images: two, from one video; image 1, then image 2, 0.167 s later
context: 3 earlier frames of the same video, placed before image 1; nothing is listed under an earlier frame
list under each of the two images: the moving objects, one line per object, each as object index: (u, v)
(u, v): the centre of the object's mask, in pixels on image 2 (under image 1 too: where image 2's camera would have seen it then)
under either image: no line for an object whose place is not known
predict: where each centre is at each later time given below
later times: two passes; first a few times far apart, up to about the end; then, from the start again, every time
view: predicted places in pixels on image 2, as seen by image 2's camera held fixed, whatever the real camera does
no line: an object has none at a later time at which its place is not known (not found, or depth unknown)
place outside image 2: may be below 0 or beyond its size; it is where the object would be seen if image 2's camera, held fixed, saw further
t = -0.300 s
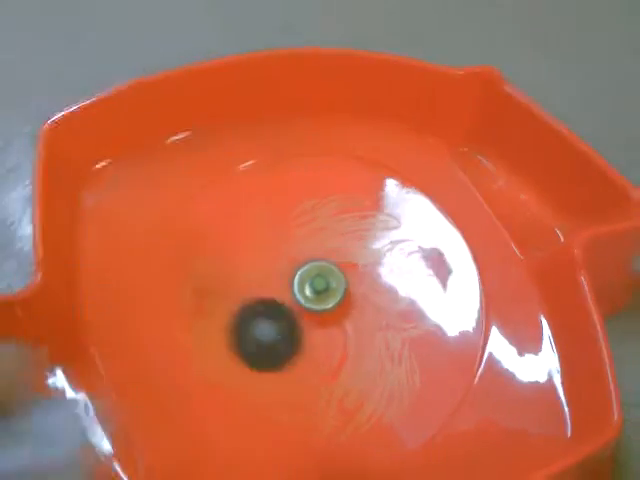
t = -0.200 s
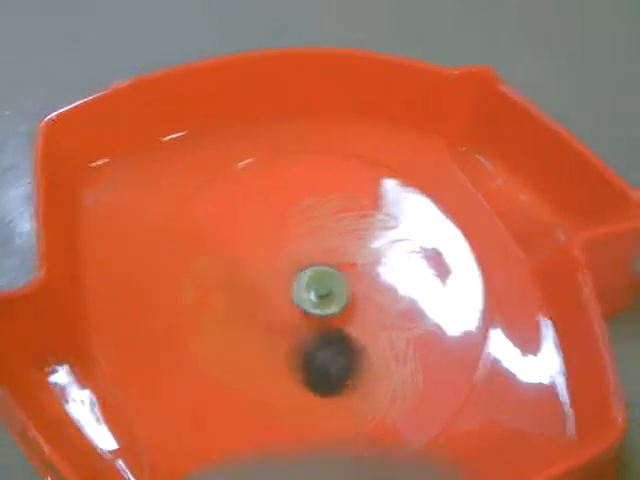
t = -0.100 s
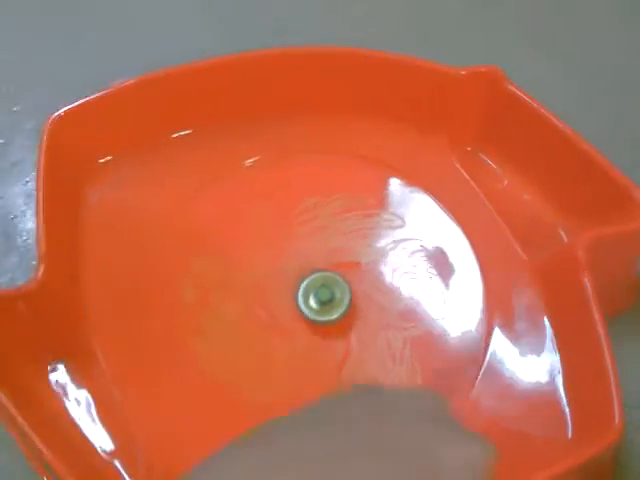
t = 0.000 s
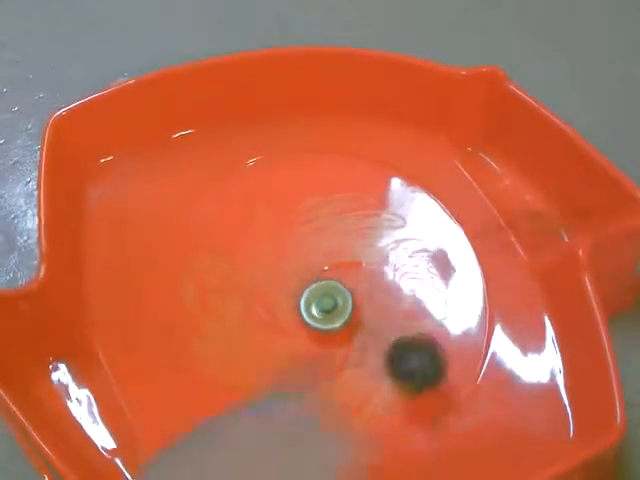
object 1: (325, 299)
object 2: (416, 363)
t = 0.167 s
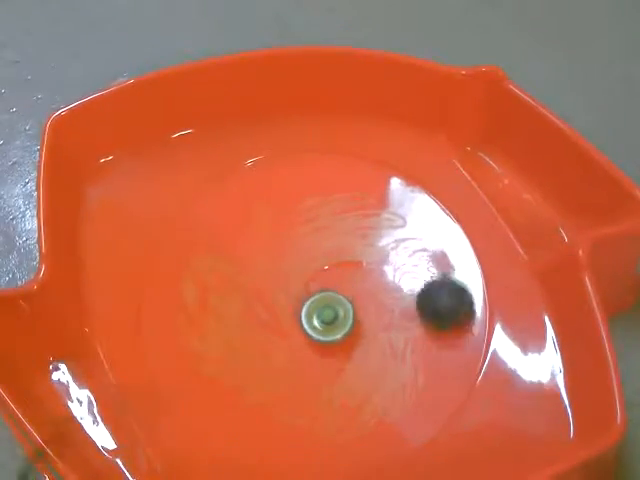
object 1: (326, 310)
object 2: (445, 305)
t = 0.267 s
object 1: (328, 317)
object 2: (432, 266)
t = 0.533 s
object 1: (330, 328)
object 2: (346, 192)
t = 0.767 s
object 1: (330, 330)
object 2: (266, 243)
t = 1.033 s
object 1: (449, 400)
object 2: (183, 266)
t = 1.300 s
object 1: (544, 406)
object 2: (116, 266)
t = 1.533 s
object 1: (511, 368)
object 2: (192, 375)
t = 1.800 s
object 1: (446, 326)
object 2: (349, 380)
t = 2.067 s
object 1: (478, 244)
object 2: (309, 276)
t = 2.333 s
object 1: (364, 204)
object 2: (278, 210)
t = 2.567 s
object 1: (480, 250)
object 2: (106, 208)
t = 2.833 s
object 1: (415, 317)
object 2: (384, 269)
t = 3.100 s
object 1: (288, 325)
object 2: (492, 279)
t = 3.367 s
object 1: (269, 346)
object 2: (423, 278)
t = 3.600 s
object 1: (265, 354)
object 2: (368, 310)
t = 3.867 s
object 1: (266, 350)
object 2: (346, 374)
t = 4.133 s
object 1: (278, 333)
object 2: (343, 415)
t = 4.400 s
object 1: (305, 310)
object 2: (334, 406)
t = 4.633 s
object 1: (330, 296)
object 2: (314, 361)
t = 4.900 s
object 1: (394, 226)
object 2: (234, 374)
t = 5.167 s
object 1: (395, 224)
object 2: (230, 358)
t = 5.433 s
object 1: (381, 242)
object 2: (258, 311)
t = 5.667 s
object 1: (350, 271)
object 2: (283, 258)
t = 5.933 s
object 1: (300, 307)
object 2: (298, 213)
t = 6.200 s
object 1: (255, 323)
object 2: (308, 210)
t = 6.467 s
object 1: (238, 322)
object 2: (327, 253)
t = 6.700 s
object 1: (240, 312)
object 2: (352, 301)
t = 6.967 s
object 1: (266, 293)
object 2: (376, 349)
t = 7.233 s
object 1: (308, 276)
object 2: (377, 374)
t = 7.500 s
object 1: (344, 277)
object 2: (347, 375)
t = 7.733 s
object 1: (365, 291)
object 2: (314, 362)
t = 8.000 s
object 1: (367, 313)
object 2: (276, 337)
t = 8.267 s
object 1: (348, 333)
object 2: (257, 307)
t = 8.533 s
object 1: (317, 337)
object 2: (267, 275)
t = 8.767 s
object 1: (290, 327)
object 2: (279, 251)
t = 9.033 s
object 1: (282, 306)
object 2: (301, 244)
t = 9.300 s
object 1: (260, 308)
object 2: (355, 227)
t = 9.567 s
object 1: (278, 306)
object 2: (378, 223)
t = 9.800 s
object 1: (302, 307)
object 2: (374, 256)
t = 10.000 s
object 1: (306, 320)
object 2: (372, 295)
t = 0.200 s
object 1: (326, 312)
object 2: (443, 290)
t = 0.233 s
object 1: (327, 315)
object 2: (438, 277)
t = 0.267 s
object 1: (328, 317)
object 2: (432, 266)
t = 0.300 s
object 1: (328, 319)
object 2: (423, 251)
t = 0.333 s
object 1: (329, 320)
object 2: (415, 239)
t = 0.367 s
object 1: (329, 322)
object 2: (405, 228)
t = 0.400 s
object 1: (330, 323)
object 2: (394, 217)
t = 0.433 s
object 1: (329, 325)
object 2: (383, 208)
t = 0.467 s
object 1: (330, 326)
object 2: (371, 200)
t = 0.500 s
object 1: (330, 327)
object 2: (358, 194)
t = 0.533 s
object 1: (330, 328)
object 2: (346, 192)
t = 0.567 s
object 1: (330, 329)
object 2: (332, 192)
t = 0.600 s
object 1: (330, 329)
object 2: (318, 195)
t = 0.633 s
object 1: (330, 330)
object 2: (304, 200)
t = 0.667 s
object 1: (330, 330)
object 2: (291, 207)
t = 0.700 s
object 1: (330, 330)
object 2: (280, 217)
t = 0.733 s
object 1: (330, 330)
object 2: (272, 229)
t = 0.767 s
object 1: (330, 330)
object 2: (266, 243)
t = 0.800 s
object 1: (329, 331)
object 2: (263, 258)
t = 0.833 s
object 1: (329, 330)
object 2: (262, 272)
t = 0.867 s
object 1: (329, 330)
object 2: (264, 287)
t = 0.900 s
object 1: (328, 330)
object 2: (269, 301)
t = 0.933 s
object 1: (331, 332)
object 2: (267, 308)
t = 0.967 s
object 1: (377, 363)
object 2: (236, 295)
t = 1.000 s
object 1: (417, 385)
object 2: (207, 280)
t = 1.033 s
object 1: (449, 400)
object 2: (183, 266)
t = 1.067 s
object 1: (480, 411)
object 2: (162, 256)
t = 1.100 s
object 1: (505, 421)
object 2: (145, 247)
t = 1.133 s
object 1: (522, 425)
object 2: (132, 241)
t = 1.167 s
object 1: (536, 427)
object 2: (123, 239)
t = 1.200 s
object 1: (546, 425)
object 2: (117, 241)
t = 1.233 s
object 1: (552, 422)
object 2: (114, 246)
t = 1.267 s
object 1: (550, 416)
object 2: (114, 254)
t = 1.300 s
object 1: (544, 406)
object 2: (116, 266)
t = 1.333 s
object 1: (540, 401)
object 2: (119, 279)
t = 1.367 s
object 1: (535, 395)
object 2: (125, 295)
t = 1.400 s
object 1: (531, 390)
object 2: (133, 312)
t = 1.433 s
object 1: (526, 384)
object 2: (145, 332)
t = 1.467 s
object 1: (522, 379)
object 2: (159, 349)
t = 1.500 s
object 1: (517, 373)
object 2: (175, 364)
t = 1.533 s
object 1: (511, 368)
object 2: (192, 375)
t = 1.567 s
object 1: (506, 363)
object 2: (209, 384)
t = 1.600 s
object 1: (499, 358)
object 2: (227, 390)
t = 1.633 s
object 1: (493, 354)
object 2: (247, 396)
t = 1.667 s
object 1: (484, 347)
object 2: (268, 397)
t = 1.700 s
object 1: (475, 343)
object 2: (289, 397)
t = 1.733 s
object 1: (466, 337)
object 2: (310, 393)
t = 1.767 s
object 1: (457, 332)
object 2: (330, 387)
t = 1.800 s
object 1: (446, 326)
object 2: (349, 380)
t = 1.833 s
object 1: (437, 322)
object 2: (365, 368)
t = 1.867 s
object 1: (429, 318)
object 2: (375, 355)
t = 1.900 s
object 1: (440, 304)
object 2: (366, 341)
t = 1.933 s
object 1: (456, 289)
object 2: (353, 330)
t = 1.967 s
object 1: (468, 281)
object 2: (341, 319)
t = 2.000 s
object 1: (478, 268)
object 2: (329, 301)
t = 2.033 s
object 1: (480, 256)
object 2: (318, 290)
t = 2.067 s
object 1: (478, 244)
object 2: (309, 276)
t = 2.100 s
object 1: (468, 236)
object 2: (300, 259)
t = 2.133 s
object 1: (453, 229)
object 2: (292, 246)
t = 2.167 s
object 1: (437, 223)
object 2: (287, 233)
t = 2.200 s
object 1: (419, 217)
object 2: (284, 224)
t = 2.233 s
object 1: (403, 211)
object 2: (283, 217)
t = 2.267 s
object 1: (389, 208)
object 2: (281, 213)
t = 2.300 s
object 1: (376, 206)
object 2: (280, 211)
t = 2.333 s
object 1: (364, 204)
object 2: (278, 210)
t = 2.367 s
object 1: (354, 205)
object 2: (275, 211)
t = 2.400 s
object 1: (344, 206)
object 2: (272, 212)
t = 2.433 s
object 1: (335, 207)
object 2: (271, 215)
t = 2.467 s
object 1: (327, 210)
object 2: (269, 219)
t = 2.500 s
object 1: (362, 224)
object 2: (220, 216)
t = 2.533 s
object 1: (423, 241)
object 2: (161, 210)
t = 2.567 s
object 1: (480, 250)
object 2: (106, 208)
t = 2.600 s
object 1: (510, 253)
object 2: (131, 209)
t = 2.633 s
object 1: (505, 254)
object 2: (170, 217)
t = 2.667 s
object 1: (494, 261)
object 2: (210, 227)
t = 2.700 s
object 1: (483, 274)
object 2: (252, 237)
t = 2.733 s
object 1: (469, 293)
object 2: (288, 247)
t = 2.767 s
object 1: (452, 301)
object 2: (324, 257)
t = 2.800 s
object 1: (433, 309)
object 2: (355, 263)
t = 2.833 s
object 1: (415, 317)
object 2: (384, 269)
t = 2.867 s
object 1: (397, 319)
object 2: (416, 273)
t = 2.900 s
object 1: (375, 324)
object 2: (439, 279)
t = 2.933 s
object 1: (355, 326)
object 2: (458, 279)
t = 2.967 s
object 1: (338, 325)
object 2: (475, 280)
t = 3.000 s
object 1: (322, 325)
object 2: (485, 280)
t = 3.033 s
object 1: (309, 325)
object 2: (490, 280)
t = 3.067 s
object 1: (297, 325)
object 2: (492, 280)
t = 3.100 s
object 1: (288, 325)
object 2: (492, 279)
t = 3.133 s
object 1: (282, 325)
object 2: (489, 278)
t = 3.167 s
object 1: (279, 328)
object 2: (484, 277)
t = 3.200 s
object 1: (276, 331)
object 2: (476, 276)
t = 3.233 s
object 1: (275, 335)
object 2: (465, 275)
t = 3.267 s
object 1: (273, 338)
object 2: (453, 276)
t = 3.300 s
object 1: (271, 342)
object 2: (443, 275)
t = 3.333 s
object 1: (270, 344)
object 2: (432, 276)
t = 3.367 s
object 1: (269, 346)
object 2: (423, 278)
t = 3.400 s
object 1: (268, 349)
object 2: (412, 280)
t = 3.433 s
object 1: (267, 350)
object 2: (402, 283)
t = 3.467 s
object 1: (267, 351)
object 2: (394, 287)
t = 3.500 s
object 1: (266, 352)
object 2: (386, 292)
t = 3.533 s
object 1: (266, 353)
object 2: (378, 297)
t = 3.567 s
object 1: (266, 354)
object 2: (373, 302)
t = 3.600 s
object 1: (265, 354)
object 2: (368, 310)
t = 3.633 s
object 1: (265, 355)
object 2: (364, 317)
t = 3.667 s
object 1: (265, 354)
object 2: (362, 325)
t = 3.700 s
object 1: (265, 354)
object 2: (358, 333)
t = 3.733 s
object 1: (265, 354)
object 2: (355, 341)
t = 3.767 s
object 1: (265, 353)
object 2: (352, 350)
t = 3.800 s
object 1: (265, 353)
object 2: (349, 358)
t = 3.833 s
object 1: (265, 351)
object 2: (348, 367)
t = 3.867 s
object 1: (266, 350)
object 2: (346, 374)
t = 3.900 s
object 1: (267, 348)
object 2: (344, 382)
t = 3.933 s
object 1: (268, 346)
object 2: (344, 388)
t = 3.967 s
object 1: (269, 344)
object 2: (344, 395)
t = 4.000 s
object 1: (270, 342)
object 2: (343, 400)
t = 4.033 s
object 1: (272, 339)
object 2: (343, 405)
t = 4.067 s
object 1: (273, 338)
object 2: (343, 409)
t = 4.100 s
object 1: (276, 335)
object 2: (343, 412)
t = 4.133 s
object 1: (278, 333)
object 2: (343, 415)
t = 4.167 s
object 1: (280, 331)
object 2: (343, 417)
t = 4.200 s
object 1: (283, 328)
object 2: (342, 418)
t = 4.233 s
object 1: (286, 325)
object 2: (341, 418)
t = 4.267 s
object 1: (289, 323)
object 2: (341, 418)
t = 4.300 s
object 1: (292, 321)
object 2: (339, 417)
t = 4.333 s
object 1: (297, 317)
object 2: (338, 415)
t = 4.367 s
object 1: (301, 313)
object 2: (336, 411)
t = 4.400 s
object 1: (305, 310)
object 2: (334, 406)
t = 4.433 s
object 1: (309, 308)
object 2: (332, 401)
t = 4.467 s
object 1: (312, 306)
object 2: (330, 394)
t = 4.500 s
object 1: (316, 303)
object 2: (327, 388)
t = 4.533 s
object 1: (320, 301)
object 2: (325, 381)
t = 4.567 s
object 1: (323, 299)
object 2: (322, 374)
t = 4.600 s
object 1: (326, 297)
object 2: (318, 367)
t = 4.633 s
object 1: (330, 296)
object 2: (314, 361)
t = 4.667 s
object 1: (332, 295)
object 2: (309, 354)
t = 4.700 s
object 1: (339, 288)
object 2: (296, 356)
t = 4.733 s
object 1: (355, 271)
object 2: (278, 363)
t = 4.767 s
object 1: (368, 258)
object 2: (263, 368)
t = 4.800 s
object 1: (378, 247)
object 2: (251, 370)
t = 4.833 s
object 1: (386, 237)
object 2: (243, 372)
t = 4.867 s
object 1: (391, 231)
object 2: (238, 374)
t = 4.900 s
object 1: (394, 226)
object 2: (234, 374)
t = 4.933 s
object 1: (396, 224)
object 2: (231, 374)
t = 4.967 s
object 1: (397, 223)
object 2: (229, 374)
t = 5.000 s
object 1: (397, 222)
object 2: (227, 373)
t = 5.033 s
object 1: (397, 222)
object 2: (226, 372)
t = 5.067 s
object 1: (397, 222)
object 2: (226, 370)
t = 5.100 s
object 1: (397, 222)
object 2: (226, 366)
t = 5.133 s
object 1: (396, 222)
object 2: (228, 363)
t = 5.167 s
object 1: (395, 224)
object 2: (230, 358)
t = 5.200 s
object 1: (394, 225)
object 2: (233, 354)
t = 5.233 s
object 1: (393, 226)
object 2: (237, 349)
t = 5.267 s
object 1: (392, 228)
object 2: (240, 344)
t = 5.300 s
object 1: (391, 230)
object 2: (244, 338)
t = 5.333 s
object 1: (389, 233)
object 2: (248, 332)
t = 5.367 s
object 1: (387, 235)
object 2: (251, 325)
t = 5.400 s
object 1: (384, 239)
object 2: (255, 318)
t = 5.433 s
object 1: (381, 242)
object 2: (258, 311)
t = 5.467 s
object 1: (378, 246)
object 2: (262, 304)
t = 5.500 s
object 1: (375, 249)
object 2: (266, 296)
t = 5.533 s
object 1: (370, 253)
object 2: (269, 289)
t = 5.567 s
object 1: (366, 258)
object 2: (274, 281)
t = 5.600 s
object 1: (361, 262)
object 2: (277, 273)
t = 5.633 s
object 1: (355, 266)
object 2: (280, 265)
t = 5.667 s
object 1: (350, 271)
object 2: (283, 258)
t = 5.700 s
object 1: (346, 274)
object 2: (286, 250)
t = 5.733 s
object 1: (339, 281)
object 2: (288, 243)
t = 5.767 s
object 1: (333, 286)
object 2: (290, 237)
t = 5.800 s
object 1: (326, 291)
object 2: (292, 231)
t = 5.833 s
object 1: (320, 295)
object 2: (294, 226)
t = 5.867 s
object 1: (312, 300)
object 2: (296, 221)
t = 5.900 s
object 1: (305, 304)
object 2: (297, 217)
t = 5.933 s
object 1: (300, 307)
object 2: (298, 213)
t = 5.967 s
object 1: (293, 311)
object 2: (299, 210)
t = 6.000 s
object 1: (286, 314)
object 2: (300, 208)
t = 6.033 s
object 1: (282, 315)
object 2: (301, 206)
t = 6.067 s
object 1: (278, 317)
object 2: (301, 205)
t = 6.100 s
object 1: (271, 320)
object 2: (303, 205)
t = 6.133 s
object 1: (266, 321)
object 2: (304, 206)
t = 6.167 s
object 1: (261, 323)
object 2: (306, 207)
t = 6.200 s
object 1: (255, 323)
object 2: (308, 210)
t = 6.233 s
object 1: (252, 324)
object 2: (310, 214)
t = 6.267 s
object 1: (247, 325)
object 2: (312, 218)
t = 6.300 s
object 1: (244, 325)
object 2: (314, 223)
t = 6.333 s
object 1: (241, 324)
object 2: (316, 229)
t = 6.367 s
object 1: (240, 324)
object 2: (318, 234)
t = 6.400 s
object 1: (239, 323)
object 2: (321, 240)
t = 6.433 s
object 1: (238, 323)
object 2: (324, 247)
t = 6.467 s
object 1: (238, 322)
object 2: (327, 253)
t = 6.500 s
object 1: (237, 321)
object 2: (330, 260)
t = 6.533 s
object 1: (236, 321)
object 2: (334, 266)
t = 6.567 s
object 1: (236, 320)
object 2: (338, 273)
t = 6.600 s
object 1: (237, 318)
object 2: (341, 280)
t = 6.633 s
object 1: (237, 317)
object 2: (345, 287)
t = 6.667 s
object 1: (238, 314)
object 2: (349, 295)
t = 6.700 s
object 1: (240, 312)
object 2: (352, 301)
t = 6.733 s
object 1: (241, 310)
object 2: (356, 308)
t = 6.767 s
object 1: (243, 308)
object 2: (360, 315)
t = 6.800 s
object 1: (246, 306)
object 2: (363, 322)
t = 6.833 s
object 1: (249, 303)
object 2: (367, 328)
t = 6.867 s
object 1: (253, 300)
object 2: (370, 334)
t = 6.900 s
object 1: (257, 297)
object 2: (372, 339)
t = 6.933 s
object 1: (262, 295)
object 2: (375, 345)
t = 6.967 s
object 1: (266, 293)
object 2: (376, 349)
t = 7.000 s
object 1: (270, 290)
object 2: (378, 354)
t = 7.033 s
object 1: (276, 288)
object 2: (379, 357)
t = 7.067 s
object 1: (282, 285)
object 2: (379, 362)
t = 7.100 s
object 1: (287, 283)
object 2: (380, 365)
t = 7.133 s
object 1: (291, 281)
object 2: (380, 367)
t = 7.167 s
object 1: (297, 278)
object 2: (380, 371)
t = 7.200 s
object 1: (302, 277)
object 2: (378, 373)
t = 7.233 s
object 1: (308, 276)
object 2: (377, 374)
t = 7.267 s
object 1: (312, 275)
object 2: (374, 376)
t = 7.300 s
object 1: (317, 273)
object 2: (371, 377)
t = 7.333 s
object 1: (322, 273)
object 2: (367, 377)
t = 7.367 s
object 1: (327, 273)
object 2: (363, 378)
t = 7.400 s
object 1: (331, 273)
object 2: (360, 378)
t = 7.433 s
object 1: (336, 275)
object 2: (356, 377)
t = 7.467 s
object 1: (340, 276)
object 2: (351, 376)
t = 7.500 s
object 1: (344, 277)
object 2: (347, 375)
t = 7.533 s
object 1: (348, 279)
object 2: (343, 373)
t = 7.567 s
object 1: (352, 281)
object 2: (339, 371)
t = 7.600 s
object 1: (355, 283)
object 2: (334, 370)
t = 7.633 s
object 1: (358, 284)
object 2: (330, 368)
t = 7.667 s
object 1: (361, 287)
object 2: (324, 366)
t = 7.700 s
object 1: (363, 289)
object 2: (319, 364)
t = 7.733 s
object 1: (365, 291)
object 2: (314, 362)
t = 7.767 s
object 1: (367, 294)
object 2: (309, 359)
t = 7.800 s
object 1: (367, 296)
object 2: (304, 357)
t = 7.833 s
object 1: (368, 299)
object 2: (299, 354)
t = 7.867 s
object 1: (369, 302)
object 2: (294, 350)
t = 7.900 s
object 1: (369, 305)
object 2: (289, 347)
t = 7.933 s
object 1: (369, 308)
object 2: (285, 344)
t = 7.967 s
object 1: (368, 310)
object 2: (280, 340)
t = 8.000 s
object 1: (367, 313)
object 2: (276, 337)
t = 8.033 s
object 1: (366, 316)
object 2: (272, 333)
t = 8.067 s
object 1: (365, 319)
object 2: (269, 330)
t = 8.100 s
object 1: (362, 321)
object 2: (266, 326)
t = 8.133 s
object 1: (360, 324)
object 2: (263, 322)
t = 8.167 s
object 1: (357, 327)
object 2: (260, 318)
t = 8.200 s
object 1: (354, 329)
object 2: (258, 314)
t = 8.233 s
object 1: (351, 332)
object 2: (257, 310)
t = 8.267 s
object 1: (348, 333)
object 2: (257, 307)
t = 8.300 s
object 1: (344, 333)
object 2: (259, 304)
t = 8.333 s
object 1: (340, 335)
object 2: (260, 300)
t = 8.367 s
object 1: (337, 336)
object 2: (261, 296)
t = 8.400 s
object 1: (333, 337)
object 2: (262, 292)
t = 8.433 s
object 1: (329, 337)
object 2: (262, 288)
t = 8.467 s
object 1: (325, 338)
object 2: (264, 283)
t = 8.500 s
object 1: (321, 337)
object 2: (265, 279)
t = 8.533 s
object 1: (317, 337)
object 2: (267, 275)
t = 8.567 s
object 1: (313, 337)
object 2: (268, 271)
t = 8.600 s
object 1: (309, 336)
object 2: (270, 267)
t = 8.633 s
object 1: (305, 335)
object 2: (272, 263)
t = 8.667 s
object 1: (302, 333)
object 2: (273, 259)
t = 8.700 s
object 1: (298, 332)
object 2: (275, 256)
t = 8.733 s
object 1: (294, 330)
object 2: (277, 254)
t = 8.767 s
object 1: (290, 327)
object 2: (279, 251)
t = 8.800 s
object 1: (288, 325)
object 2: (281, 249)
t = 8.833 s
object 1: (286, 322)
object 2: (284, 248)
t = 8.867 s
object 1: (284, 320)
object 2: (286, 246)
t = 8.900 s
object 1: (283, 317)
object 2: (289, 245)
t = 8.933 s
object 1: (282, 314)
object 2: (292, 244)
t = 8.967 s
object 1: (282, 311)
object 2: (295, 244)
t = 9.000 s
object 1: (282, 308)
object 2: (298, 244)
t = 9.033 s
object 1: (282, 306)
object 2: (301, 244)
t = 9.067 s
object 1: (282, 302)
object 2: (304, 244)
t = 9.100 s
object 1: (282, 298)
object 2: (308, 246)
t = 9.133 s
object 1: (282, 295)
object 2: (311, 247)
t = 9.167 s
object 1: (283, 291)
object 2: (314, 248)
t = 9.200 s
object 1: (281, 292)
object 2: (321, 246)
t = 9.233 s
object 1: (270, 300)
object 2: (335, 237)
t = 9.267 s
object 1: (263, 305)
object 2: (346, 231)
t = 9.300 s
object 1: (260, 308)
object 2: (355, 227)
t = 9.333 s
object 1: (259, 308)
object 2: (360, 224)
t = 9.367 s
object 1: (260, 308)
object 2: (364, 222)
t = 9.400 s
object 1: (262, 307)
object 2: (367, 221)
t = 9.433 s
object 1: (266, 307)
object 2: (370, 220)
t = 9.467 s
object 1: (269, 307)
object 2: (373, 220)
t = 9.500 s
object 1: (272, 307)
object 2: (375, 220)
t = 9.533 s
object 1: (275, 306)
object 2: (377, 222)
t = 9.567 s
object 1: (278, 306)
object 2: (378, 223)
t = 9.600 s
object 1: (281, 306)
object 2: (379, 226)
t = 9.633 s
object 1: (284, 306)
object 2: (379, 231)
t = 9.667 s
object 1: (288, 306)
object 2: (379, 235)
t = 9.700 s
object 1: (291, 306)
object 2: (378, 239)
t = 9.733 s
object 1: (295, 306)
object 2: (377, 244)
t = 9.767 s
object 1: (299, 307)
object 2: (375, 249)
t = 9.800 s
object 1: (302, 307)
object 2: (374, 256)
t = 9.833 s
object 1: (306, 308)
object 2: (371, 263)
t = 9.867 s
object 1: (309, 309)
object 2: (369, 270)
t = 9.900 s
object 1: (312, 310)
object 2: (367, 277)
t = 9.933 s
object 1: (315, 312)
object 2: (364, 283)
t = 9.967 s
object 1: (314, 316)
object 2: (366, 289)
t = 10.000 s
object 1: (306, 320)
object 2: (372, 295)
